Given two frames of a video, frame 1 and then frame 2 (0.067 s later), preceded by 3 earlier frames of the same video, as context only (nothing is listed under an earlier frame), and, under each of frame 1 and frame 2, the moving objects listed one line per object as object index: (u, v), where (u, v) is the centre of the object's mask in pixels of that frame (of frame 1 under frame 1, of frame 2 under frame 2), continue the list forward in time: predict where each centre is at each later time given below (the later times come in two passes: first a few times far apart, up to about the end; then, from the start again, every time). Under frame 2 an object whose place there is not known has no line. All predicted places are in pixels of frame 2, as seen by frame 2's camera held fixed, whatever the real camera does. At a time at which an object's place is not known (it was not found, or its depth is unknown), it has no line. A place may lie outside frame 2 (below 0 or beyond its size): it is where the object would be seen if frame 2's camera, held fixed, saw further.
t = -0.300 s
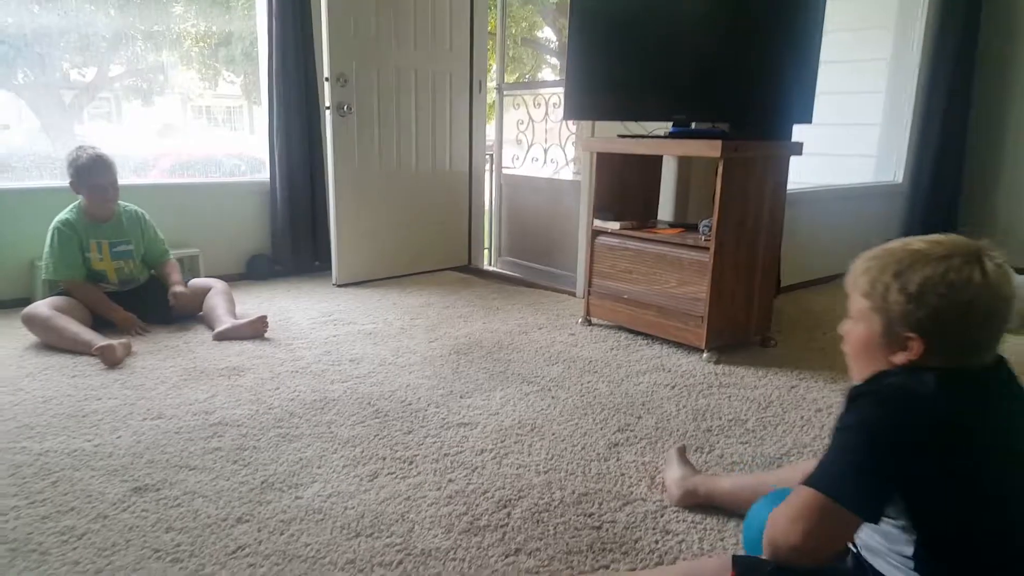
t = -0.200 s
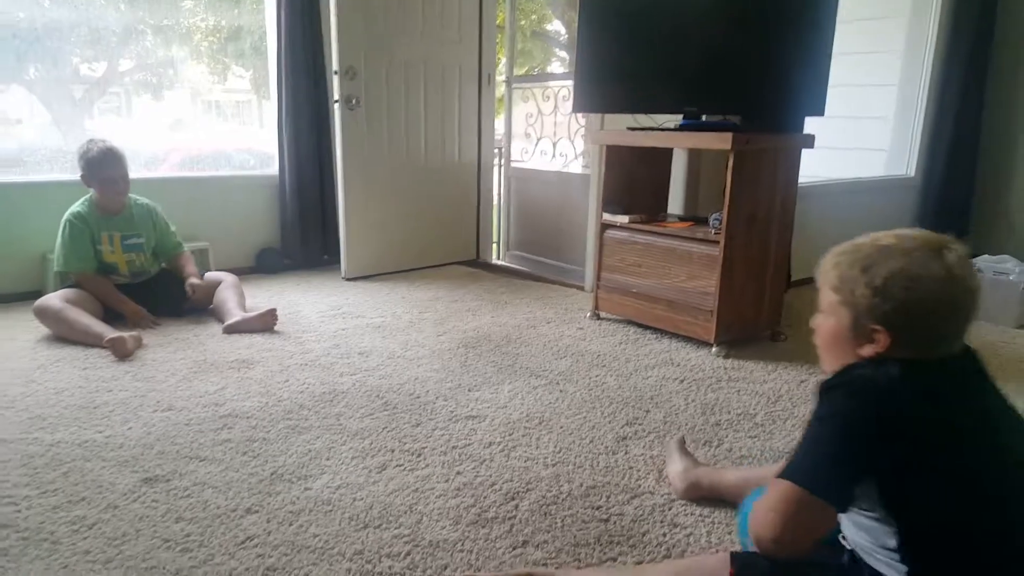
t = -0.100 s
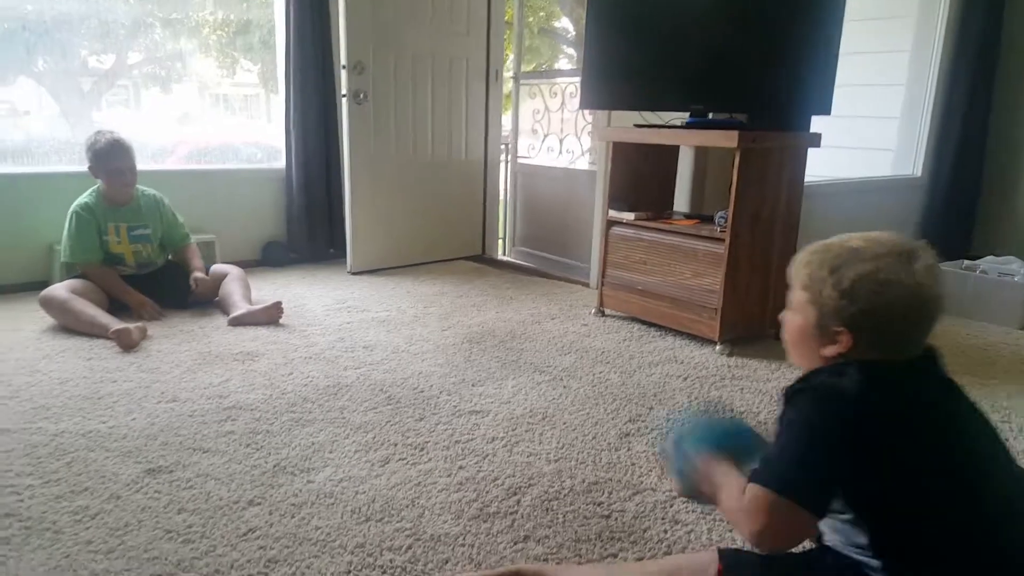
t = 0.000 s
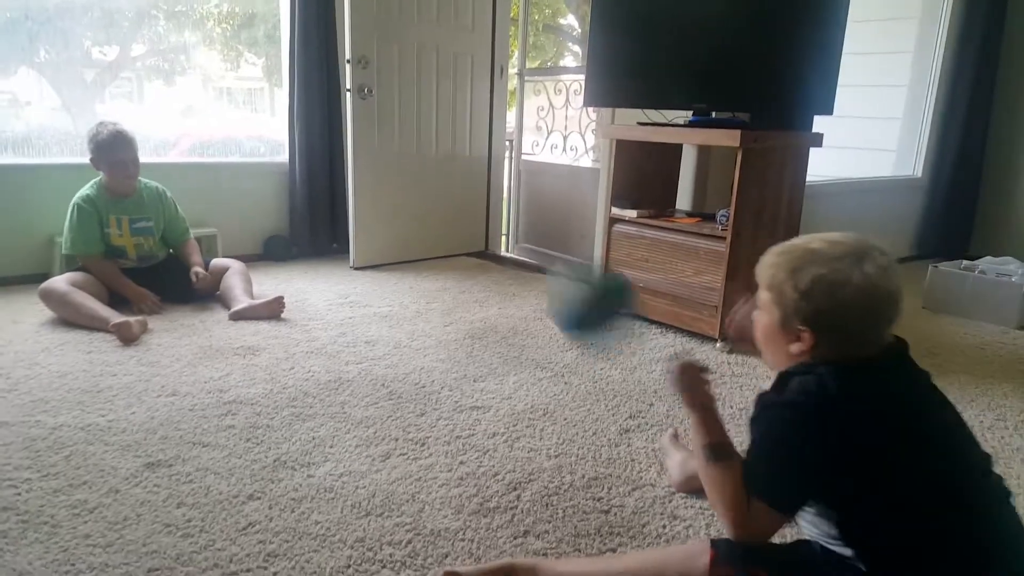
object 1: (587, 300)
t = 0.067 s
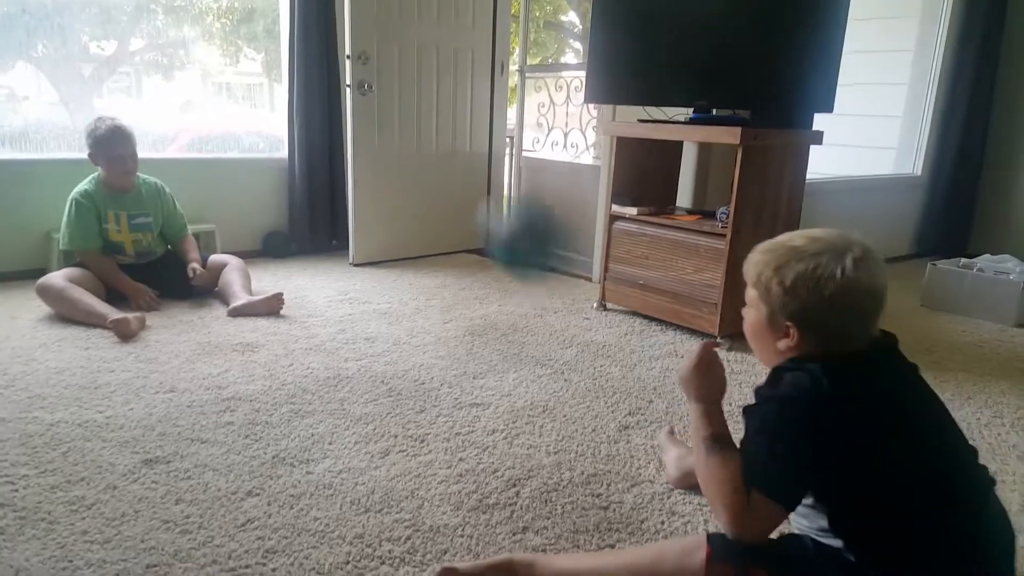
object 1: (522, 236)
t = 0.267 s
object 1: (352, 160)
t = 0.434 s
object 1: (261, 209)
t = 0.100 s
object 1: (486, 208)
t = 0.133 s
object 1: (458, 187)
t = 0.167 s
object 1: (430, 173)
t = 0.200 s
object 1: (403, 165)
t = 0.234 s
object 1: (381, 161)
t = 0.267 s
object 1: (352, 160)
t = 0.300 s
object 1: (330, 164)
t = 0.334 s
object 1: (315, 171)
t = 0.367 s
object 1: (296, 182)
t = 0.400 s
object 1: (277, 195)
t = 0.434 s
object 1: (261, 209)
